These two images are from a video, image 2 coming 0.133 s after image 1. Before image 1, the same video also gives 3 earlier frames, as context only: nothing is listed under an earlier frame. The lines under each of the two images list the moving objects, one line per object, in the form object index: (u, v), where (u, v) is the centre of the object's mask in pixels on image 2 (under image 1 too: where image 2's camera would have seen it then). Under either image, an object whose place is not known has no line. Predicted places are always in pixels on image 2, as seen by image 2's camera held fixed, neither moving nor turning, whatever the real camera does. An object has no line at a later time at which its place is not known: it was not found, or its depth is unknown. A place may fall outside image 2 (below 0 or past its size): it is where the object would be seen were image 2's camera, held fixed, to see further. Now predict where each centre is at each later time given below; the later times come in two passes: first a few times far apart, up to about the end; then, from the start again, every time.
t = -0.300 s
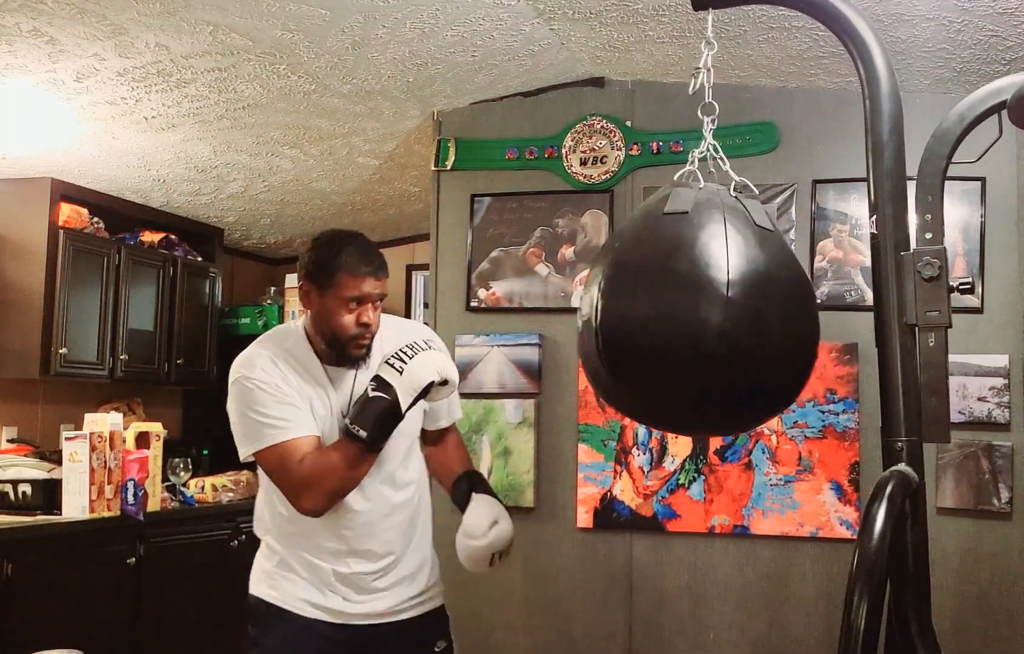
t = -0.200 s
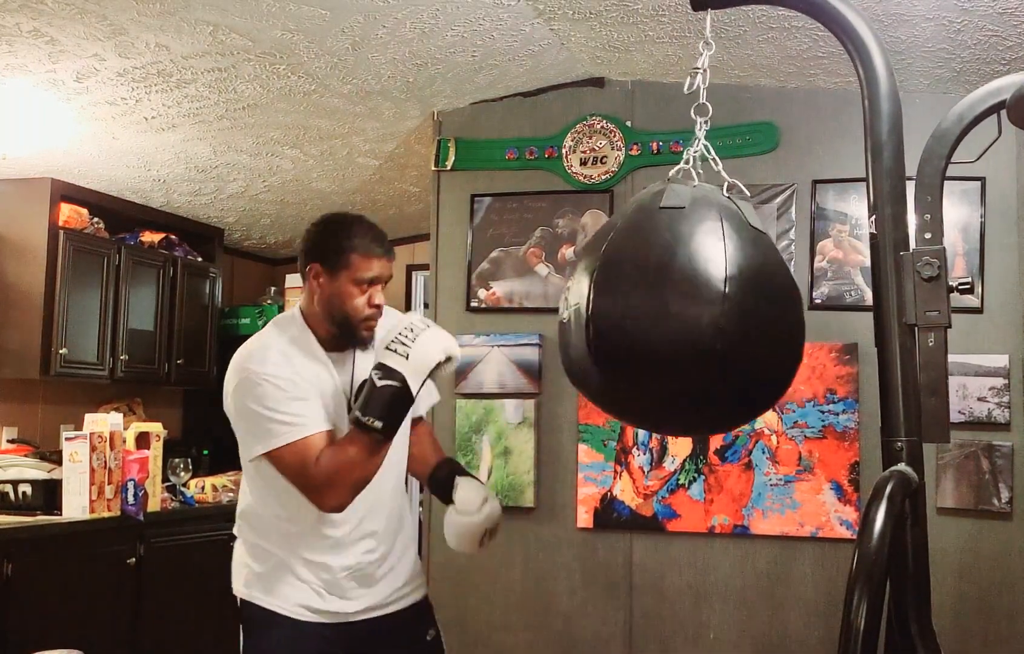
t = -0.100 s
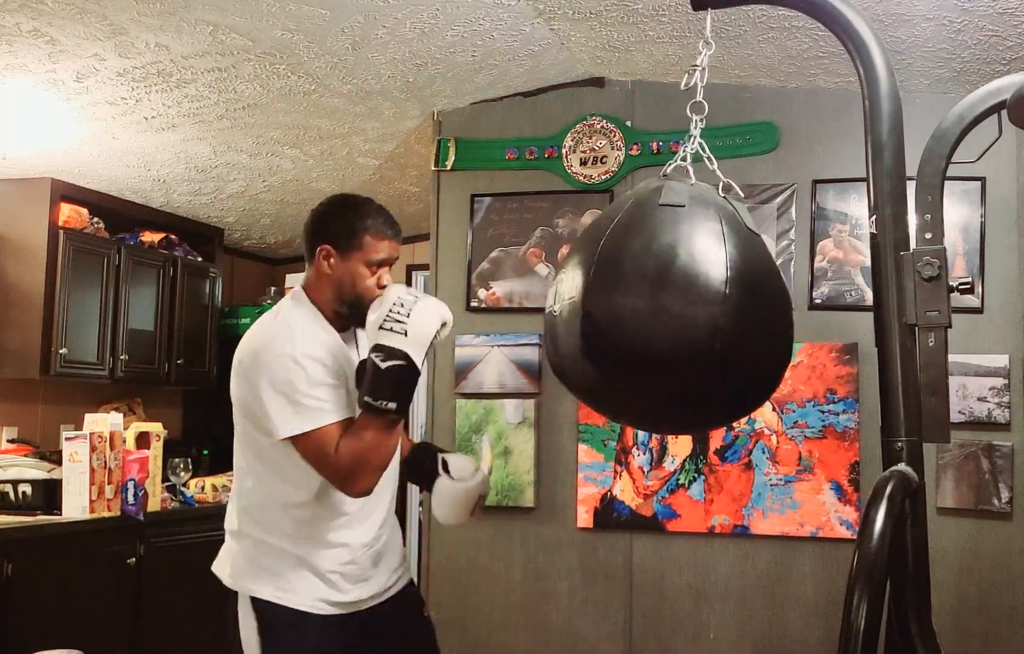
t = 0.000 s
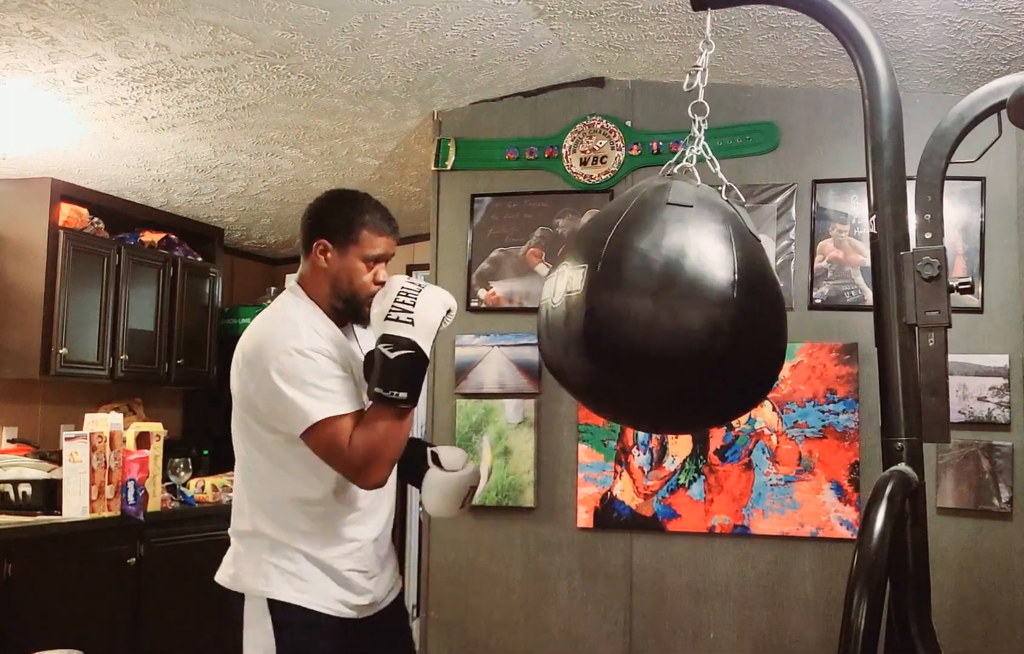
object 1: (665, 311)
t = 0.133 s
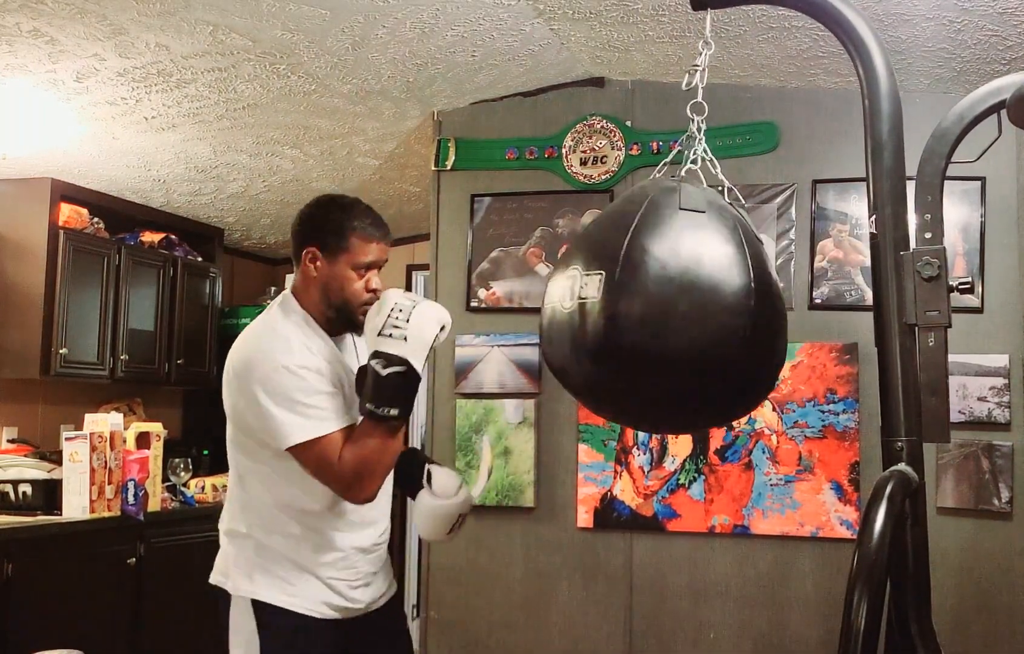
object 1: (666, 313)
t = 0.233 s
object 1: (674, 314)
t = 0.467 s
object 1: (711, 317)
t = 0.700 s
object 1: (745, 316)
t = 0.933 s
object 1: (750, 316)
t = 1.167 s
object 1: (726, 317)
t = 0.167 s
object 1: (668, 313)
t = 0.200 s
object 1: (671, 314)
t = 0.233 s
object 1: (674, 314)
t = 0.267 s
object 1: (679, 315)
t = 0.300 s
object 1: (683, 315)
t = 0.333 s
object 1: (688, 316)
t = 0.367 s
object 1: (693, 316)
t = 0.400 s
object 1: (699, 316)
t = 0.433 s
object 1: (705, 317)
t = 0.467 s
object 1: (711, 317)
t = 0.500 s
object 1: (718, 317)
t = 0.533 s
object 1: (724, 317)
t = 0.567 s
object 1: (730, 317)
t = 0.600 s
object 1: (735, 317)
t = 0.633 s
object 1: (739, 317)
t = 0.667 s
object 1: (742, 317)
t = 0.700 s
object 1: (745, 316)
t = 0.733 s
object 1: (748, 316)
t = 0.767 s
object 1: (750, 316)
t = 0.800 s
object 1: (751, 316)
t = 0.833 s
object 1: (752, 316)
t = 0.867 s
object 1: (752, 316)
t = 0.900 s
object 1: (752, 316)
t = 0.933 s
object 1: (750, 316)
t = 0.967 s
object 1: (749, 317)
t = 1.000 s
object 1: (747, 317)
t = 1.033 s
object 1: (744, 317)
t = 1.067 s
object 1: (740, 317)
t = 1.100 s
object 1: (736, 317)
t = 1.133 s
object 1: (731, 317)
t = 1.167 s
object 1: (726, 317)
